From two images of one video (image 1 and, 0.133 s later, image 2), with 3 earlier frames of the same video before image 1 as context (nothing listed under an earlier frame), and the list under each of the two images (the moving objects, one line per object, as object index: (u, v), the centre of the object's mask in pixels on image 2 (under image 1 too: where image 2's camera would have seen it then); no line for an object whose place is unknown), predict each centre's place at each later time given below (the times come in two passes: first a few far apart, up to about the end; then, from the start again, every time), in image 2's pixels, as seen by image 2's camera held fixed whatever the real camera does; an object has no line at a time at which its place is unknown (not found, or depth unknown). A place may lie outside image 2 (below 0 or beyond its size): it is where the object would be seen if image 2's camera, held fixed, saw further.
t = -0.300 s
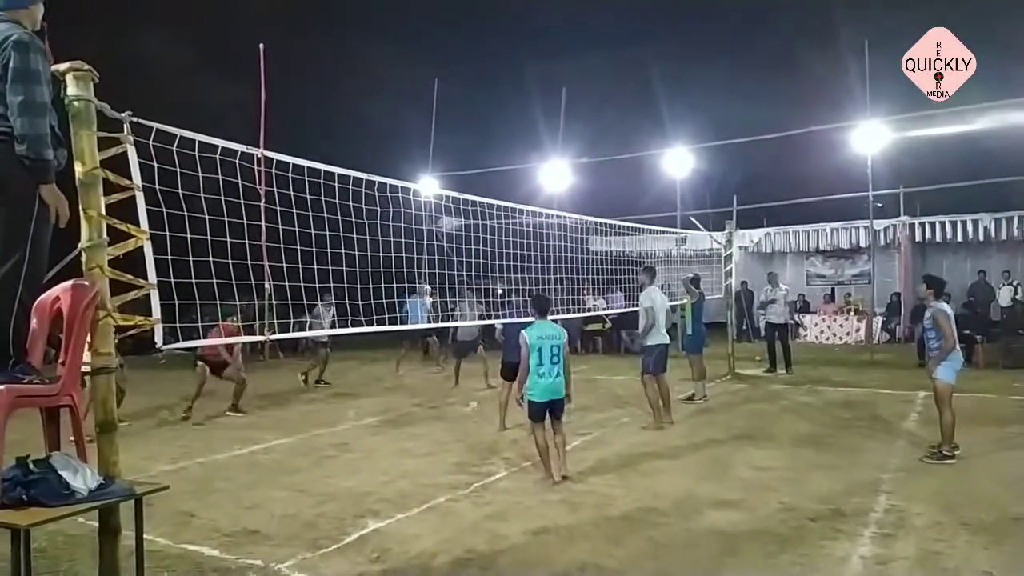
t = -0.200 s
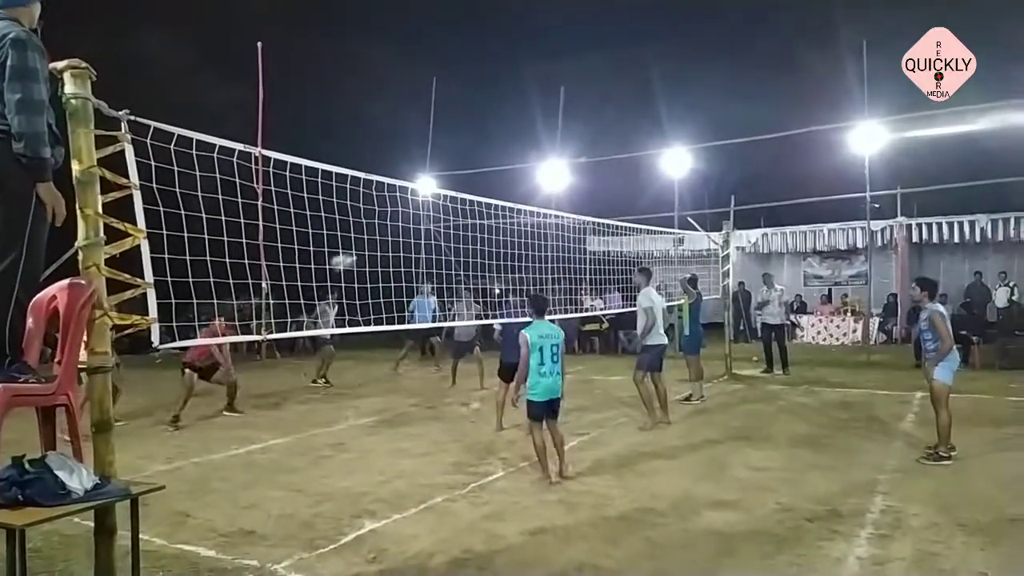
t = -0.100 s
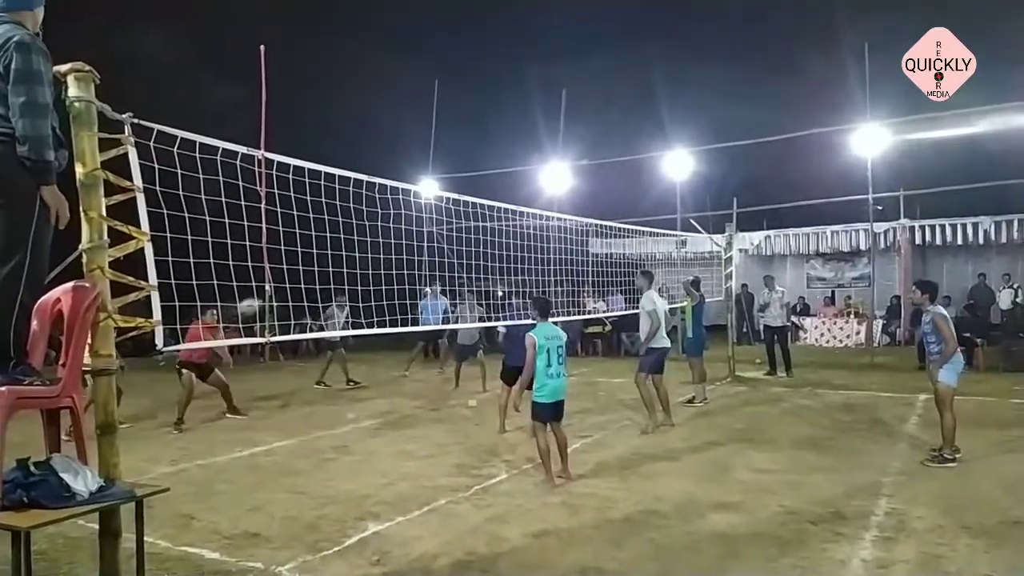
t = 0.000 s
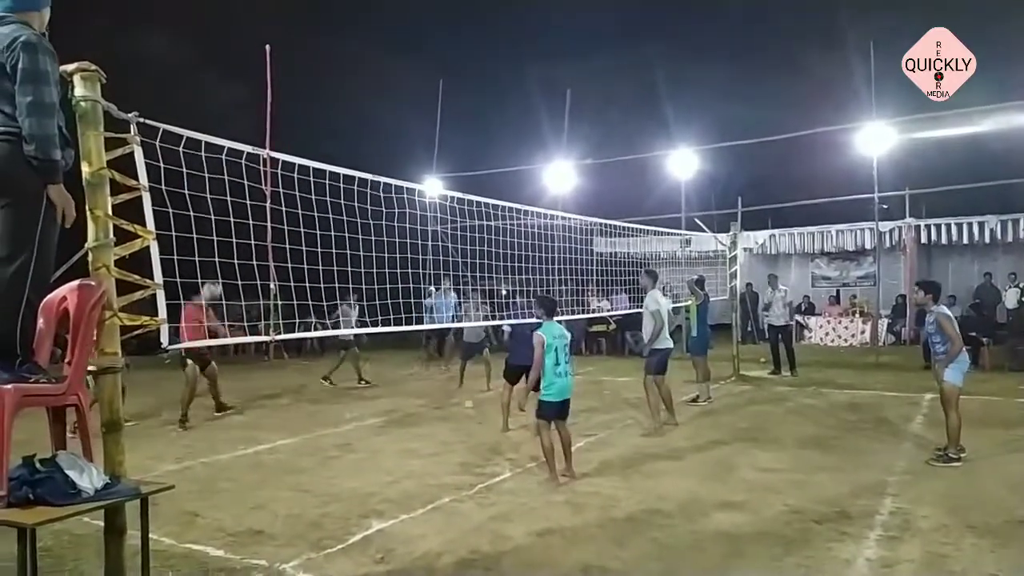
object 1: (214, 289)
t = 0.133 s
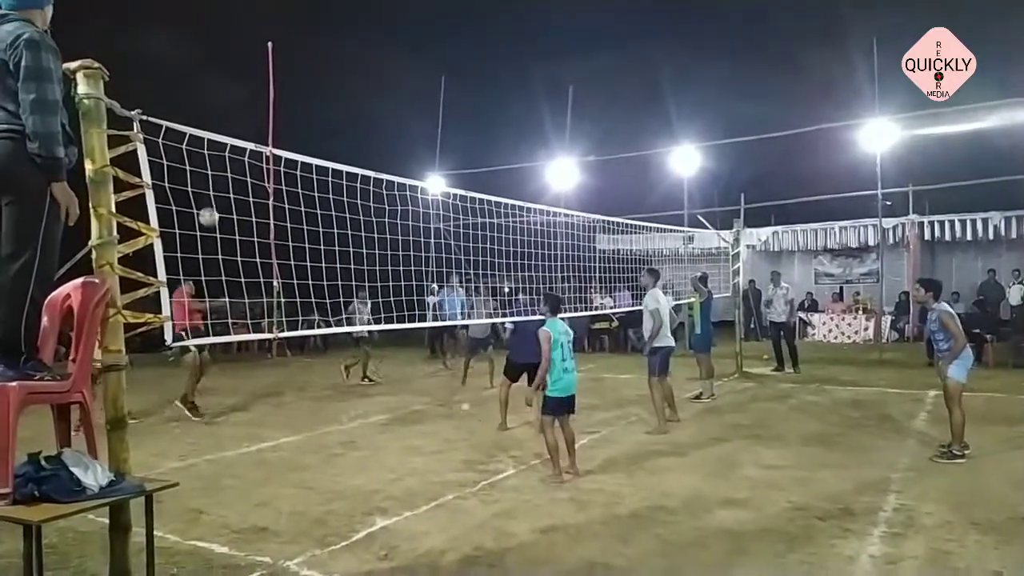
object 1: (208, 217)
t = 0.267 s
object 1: (201, 158)
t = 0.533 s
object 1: (189, 77)
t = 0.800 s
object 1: (177, 52)
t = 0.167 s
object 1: (207, 202)
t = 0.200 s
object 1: (205, 185)
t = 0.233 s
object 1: (203, 171)
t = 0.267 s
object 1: (201, 158)
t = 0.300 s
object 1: (199, 145)
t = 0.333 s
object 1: (198, 132)
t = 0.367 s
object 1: (197, 120)
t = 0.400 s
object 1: (195, 110)
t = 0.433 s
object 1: (194, 101)
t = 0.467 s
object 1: (193, 92)
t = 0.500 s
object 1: (191, 83)
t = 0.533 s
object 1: (189, 77)
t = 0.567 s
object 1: (188, 71)
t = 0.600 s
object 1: (187, 65)
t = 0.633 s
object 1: (185, 60)
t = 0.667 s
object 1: (183, 57)
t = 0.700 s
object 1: (182, 54)
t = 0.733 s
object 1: (181, 52)
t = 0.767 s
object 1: (179, 52)
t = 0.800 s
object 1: (177, 52)
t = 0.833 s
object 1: (175, 53)
